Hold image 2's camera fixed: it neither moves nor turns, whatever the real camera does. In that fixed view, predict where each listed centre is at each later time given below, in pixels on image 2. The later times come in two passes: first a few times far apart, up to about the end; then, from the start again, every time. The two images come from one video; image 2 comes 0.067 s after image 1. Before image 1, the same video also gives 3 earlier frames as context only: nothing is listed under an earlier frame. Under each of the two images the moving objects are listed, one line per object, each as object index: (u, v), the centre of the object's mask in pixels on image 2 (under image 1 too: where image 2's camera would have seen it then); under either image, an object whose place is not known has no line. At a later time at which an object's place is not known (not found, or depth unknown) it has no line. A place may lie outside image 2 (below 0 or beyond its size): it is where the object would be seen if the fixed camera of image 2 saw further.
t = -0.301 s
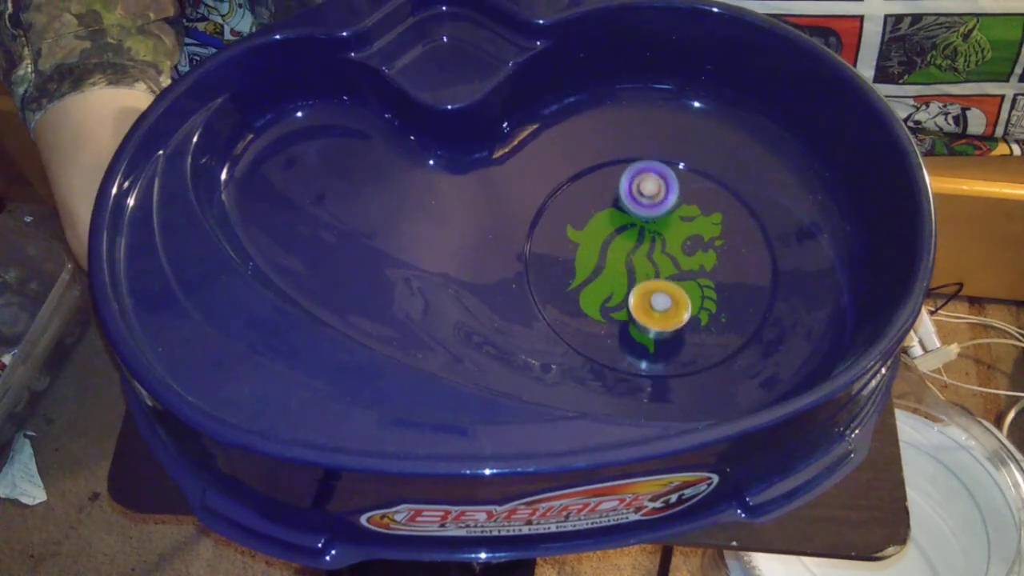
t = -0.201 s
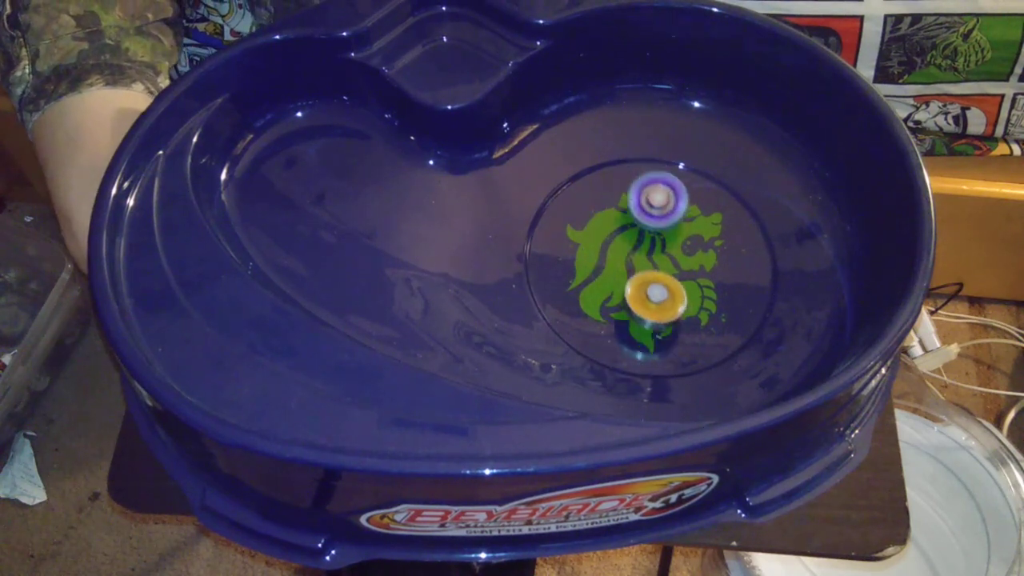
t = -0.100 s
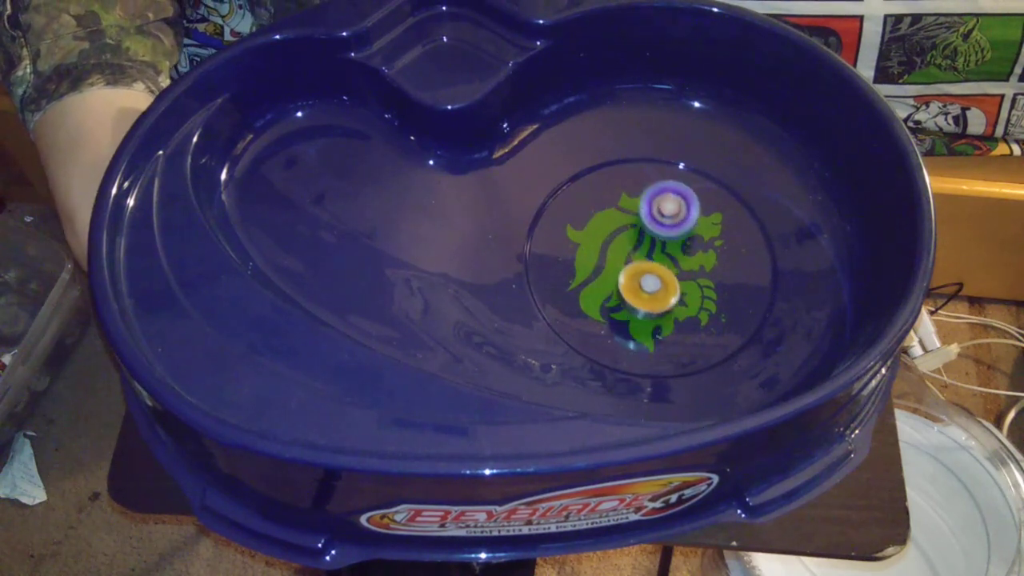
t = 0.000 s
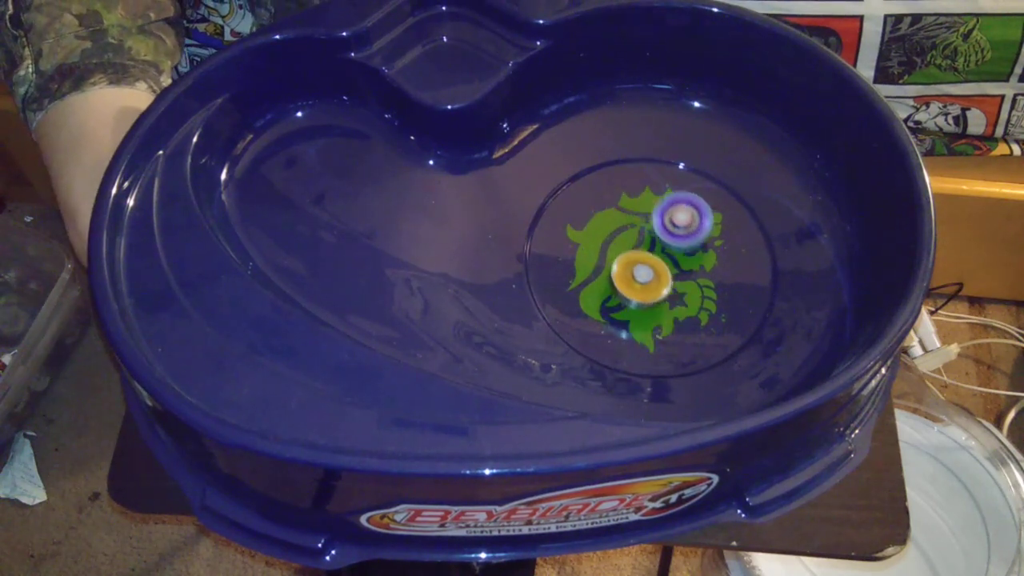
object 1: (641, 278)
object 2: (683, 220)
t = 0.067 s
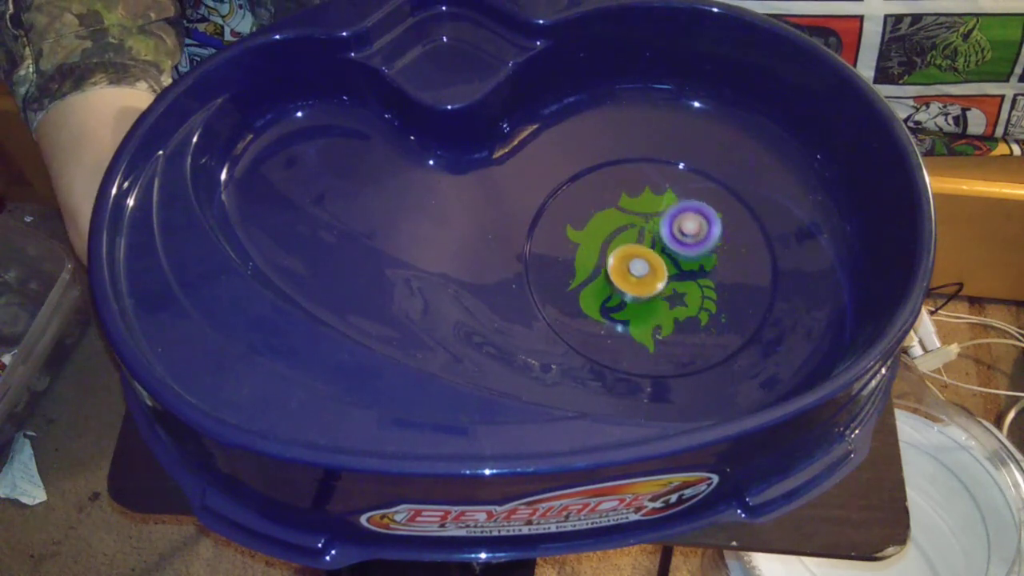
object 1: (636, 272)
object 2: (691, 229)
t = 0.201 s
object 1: (630, 260)
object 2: (703, 249)
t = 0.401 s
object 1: (626, 245)
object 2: (713, 275)
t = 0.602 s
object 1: (630, 234)
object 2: (712, 299)
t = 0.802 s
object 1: (639, 229)
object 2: (698, 314)
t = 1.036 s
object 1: (653, 233)
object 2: (670, 318)
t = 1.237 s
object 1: (662, 243)
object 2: (641, 313)
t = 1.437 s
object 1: (666, 257)
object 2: (610, 299)
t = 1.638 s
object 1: (664, 271)
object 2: (584, 280)
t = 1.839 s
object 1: (655, 278)
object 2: (570, 258)
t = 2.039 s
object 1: (643, 280)
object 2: (566, 236)
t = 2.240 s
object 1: (630, 276)
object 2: (570, 217)
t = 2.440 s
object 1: (621, 267)
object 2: (580, 203)
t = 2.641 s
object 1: (618, 254)
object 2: (597, 196)
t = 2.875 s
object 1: (627, 293)
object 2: (625, 169)
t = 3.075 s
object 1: (645, 295)
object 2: (638, 179)
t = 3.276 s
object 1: (657, 289)
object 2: (657, 195)
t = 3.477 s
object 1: (662, 280)
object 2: (681, 223)
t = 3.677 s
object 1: (621, 329)
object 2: (721, 204)
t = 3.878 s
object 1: (609, 342)
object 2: (716, 215)
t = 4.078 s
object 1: (604, 330)
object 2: (702, 233)
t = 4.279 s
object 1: (602, 305)
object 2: (683, 252)
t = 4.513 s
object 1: (568, 269)
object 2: (696, 265)
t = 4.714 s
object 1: (553, 252)
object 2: (716, 264)
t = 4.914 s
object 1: (580, 240)
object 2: (693, 259)
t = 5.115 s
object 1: (612, 228)
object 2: (671, 255)
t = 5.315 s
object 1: (623, 215)
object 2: (669, 259)
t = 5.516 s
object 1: (602, 170)
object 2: (697, 302)
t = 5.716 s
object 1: (607, 187)
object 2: (698, 297)
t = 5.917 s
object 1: (619, 214)
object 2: (691, 291)
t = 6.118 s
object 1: (630, 239)
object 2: (678, 284)
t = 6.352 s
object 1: (583, 203)
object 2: (701, 319)
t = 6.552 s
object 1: (568, 217)
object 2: (696, 309)
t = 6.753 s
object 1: (567, 229)
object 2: (680, 294)
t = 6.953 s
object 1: (577, 238)
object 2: (661, 277)
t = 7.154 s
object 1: (589, 243)
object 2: (655, 264)
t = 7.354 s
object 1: (568, 230)
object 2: (687, 265)
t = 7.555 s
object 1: (571, 235)
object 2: (693, 255)
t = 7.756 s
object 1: (585, 244)
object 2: (693, 248)
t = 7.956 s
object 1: (607, 254)
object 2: (690, 245)
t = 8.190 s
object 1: (622, 266)
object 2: (691, 246)
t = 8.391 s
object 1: (630, 276)
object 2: (687, 250)
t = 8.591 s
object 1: (617, 288)
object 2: (689, 251)
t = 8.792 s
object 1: (612, 287)
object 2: (678, 254)
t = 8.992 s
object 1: (598, 281)
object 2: (672, 254)
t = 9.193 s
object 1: (548, 279)
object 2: (699, 239)
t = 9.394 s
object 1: (554, 268)
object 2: (689, 233)
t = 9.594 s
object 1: (577, 258)
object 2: (674, 233)
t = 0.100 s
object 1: (634, 269)
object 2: (694, 234)
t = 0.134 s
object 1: (633, 266)
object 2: (697, 239)
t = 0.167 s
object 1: (631, 263)
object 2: (700, 245)
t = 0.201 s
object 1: (630, 260)
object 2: (703, 249)
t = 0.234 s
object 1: (628, 257)
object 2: (705, 253)
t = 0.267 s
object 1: (627, 255)
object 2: (707, 258)
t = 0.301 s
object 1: (627, 252)
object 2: (709, 262)
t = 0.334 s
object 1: (626, 249)
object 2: (711, 266)
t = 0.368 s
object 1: (626, 247)
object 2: (712, 271)
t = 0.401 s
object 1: (626, 245)
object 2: (713, 275)
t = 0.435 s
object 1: (626, 242)
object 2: (713, 280)
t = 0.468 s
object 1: (627, 241)
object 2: (713, 285)
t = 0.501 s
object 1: (627, 238)
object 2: (714, 288)
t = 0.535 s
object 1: (628, 237)
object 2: (713, 292)
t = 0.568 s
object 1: (629, 235)
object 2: (713, 296)
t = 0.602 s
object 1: (630, 234)
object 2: (712, 299)
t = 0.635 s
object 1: (631, 233)
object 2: (711, 302)
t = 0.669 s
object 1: (633, 231)
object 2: (709, 305)
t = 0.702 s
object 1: (634, 231)
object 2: (706, 308)
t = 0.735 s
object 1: (636, 230)
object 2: (704, 310)
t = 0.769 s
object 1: (637, 230)
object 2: (701, 312)
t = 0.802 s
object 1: (639, 229)
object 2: (698, 314)
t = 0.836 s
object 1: (641, 229)
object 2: (695, 315)
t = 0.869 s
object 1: (643, 230)
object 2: (691, 316)
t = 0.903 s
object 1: (645, 230)
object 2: (687, 317)
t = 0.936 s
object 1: (647, 231)
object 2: (683, 318)
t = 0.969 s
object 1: (649, 232)
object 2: (679, 318)
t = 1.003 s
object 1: (651, 232)
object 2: (675, 319)
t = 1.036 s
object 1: (653, 233)
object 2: (670, 318)
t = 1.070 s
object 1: (655, 235)
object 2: (666, 318)
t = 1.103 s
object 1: (656, 236)
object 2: (660, 318)
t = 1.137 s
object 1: (658, 238)
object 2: (655, 317)
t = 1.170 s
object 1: (660, 239)
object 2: (651, 316)
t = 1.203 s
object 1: (661, 241)
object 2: (645, 314)
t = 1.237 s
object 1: (662, 243)
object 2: (641, 313)
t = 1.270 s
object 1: (664, 245)
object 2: (635, 311)
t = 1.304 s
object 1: (664, 247)
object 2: (631, 309)
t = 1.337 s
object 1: (665, 250)
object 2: (625, 306)
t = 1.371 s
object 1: (666, 252)
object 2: (620, 304)
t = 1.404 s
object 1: (666, 255)
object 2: (615, 301)
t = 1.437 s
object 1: (666, 257)
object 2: (610, 299)
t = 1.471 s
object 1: (666, 260)
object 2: (606, 296)
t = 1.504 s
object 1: (666, 262)
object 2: (600, 293)
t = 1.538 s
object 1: (666, 264)
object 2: (596, 290)
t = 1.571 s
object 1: (665, 267)
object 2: (592, 287)
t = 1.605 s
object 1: (665, 268)
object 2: (588, 283)
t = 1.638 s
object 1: (664, 271)
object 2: (584, 280)
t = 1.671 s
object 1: (663, 272)
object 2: (581, 276)
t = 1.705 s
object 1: (662, 274)
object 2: (578, 272)
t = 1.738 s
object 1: (660, 275)
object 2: (575, 269)
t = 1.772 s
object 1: (659, 276)
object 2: (573, 265)
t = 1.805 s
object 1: (657, 277)
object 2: (571, 261)
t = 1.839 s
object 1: (655, 278)
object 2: (570, 258)
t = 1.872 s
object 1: (653, 279)
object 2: (569, 254)
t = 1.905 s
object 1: (651, 279)
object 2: (568, 251)
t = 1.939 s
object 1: (649, 280)
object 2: (567, 247)
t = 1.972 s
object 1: (647, 280)
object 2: (567, 243)
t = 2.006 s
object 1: (645, 280)
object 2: (566, 240)
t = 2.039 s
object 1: (643, 280)
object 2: (566, 236)
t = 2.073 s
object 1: (640, 280)
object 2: (567, 233)
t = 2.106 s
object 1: (638, 280)
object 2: (567, 229)
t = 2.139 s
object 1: (636, 279)
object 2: (568, 226)
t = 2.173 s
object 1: (633, 278)
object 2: (568, 223)
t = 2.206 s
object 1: (632, 277)
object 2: (569, 220)
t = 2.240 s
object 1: (630, 276)
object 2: (570, 217)
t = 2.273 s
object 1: (628, 275)
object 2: (571, 214)
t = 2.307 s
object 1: (626, 274)
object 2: (573, 212)
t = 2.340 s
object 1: (624, 272)
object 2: (574, 209)
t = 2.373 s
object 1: (623, 271)
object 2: (576, 207)
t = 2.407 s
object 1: (622, 269)
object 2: (578, 205)
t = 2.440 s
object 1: (621, 267)
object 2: (580, 203)
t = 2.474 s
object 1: (620, 265)
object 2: (582, 202)
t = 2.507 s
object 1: (620, 263)
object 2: (584, 200)
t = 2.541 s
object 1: (619, 261)
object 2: (587, 199)
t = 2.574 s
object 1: (619, 258)
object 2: (590, 198)
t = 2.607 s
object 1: (619, 256)
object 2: (593, 197)
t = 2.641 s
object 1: (618, 254)
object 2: (597, 196)
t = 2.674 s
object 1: (619, 252)
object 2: (601, 196)
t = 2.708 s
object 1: (619, 250)
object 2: (605, 196)
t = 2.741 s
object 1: (620, 259)
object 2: (609, 187)
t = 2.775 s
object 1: (622, 272)
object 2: (614, 178)
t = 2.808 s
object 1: (624, 282)
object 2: (618, 173)
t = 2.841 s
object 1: (625, 289)
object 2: (622, 170)
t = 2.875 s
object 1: (627, 293)
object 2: (625, 169)
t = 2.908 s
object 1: (630, 295)
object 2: (628, 170)
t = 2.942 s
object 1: (632, 297)
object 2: (630, 170)
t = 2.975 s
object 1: (636, 296)
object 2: (632, 172)
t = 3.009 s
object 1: (639, 296)
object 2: (634, 174)
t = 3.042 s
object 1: (642, 296)
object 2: (636, 176)
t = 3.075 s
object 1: (645, 295)
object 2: (638, 179)
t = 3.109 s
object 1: (648, 294)
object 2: (640, 181)
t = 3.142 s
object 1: (650, 293)
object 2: (643, 184)
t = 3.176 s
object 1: (652, 292)
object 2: (646, 187)
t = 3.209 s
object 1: (655, 291)
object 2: (650, 189)
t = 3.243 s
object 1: (656, 290)
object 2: (653, 192)
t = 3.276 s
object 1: (657, 289)
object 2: (657, 195)
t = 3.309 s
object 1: (659, 287)
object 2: (662, 199)
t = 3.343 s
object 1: (660, 286)
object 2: (666, 203)
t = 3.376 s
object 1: (661, 284)
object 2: (669, 208)
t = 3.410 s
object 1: (661, 283)
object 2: (673, 213)
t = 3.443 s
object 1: (662, 282)
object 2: (677, 217)
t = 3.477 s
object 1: (662, 280)
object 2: (681, 223)
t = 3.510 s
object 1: (662, 279)
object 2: (684, 226)
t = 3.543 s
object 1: (657, 285)
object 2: (692, 224)
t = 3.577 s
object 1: (645, 301)
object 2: (704, 215)
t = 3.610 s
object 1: (635, 312)
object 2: (712, 209)
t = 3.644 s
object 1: (627, 322)
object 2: (718, 205)
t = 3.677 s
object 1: (621, 329)
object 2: (721, 204)
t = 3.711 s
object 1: (617, 334)
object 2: (722, 204)
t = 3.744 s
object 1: (614, 337)
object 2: (722, 206)
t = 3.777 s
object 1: (612, 340)
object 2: (721, 208)
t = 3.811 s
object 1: (610, 341)
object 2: (720, 210)
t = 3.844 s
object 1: (609, 342)
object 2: (718, 213)
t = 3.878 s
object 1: (609, 342)
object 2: (716, 215)
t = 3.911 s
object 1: (608, 341)
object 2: (714, 218)
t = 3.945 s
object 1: (607, 340)
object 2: (712, 221)
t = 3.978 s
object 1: (606, 338)
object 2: (710, 223)
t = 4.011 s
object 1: (605, 336)
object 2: (707, 227)
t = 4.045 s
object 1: (605, 333)
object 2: (704, 229)
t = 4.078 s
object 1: (604, 330)
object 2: (702, 233)
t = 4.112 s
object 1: (604, 326)
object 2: (699, 236)
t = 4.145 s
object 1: (603, 322)
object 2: (696, 240)
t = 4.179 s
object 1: (603, 318)
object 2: (693, 243)
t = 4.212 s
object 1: (603, 314)
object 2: (689, 246)
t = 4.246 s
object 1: (603, 309)
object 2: (686, 249)
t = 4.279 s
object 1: (602, 305)
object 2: (683, 252)
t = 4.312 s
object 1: (603, 300)
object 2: (680, 255)
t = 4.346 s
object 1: (603, 294)
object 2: (676, 258)
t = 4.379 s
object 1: (603, 290)
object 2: (673, 260)
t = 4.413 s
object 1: (603, 284)
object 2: (670, 262)
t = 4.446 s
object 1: (605, 279)
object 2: (667, 264)
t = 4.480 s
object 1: (590, 274)
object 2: (678, 264)
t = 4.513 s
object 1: (568, 269)
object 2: (696, 265)
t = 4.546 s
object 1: (551, 264)
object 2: (708, 264)
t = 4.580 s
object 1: (538, 259)
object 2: (716, 264)
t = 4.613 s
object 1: (535, 255)
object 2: (720, 264)
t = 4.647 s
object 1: (540, 253)
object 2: (720, 264)
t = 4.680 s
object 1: (547, 252)
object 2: (719, 264)
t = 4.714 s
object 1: (553, 252)
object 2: (716, 264)
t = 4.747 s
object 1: (558, 250)
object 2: (713, 263)
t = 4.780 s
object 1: (563, 249)
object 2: (709, 262)
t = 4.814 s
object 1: (568, 247)
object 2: (705, 262)
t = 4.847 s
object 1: (572, 244)
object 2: (701, 261)
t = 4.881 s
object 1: (576, 242)
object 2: (697, 260)
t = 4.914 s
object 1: (580, 240)
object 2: (693, 259)
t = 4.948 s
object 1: (585, 237)
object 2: (689, 258)
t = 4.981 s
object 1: (590, 234)
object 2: (685, 257)
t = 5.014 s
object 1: (595, 232)
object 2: (681, 257)
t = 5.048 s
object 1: (601, 231)
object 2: (677, 256)
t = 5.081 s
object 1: (607, 229)
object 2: (674, 255)
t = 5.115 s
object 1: (612, 228)
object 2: (671, 255)
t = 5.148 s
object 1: (611, 223)
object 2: (673, 257)
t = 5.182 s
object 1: (611, 219)
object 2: (674, 259)
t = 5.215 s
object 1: (613, 217)
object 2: (674, 259)
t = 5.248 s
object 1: (616, 216)
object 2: (672, 259)
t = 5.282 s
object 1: (620, 215)
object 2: (671, 258)
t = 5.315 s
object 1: (623, 215)
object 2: (669, 259)
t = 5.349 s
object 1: (618, 202)
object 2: (677, 270)
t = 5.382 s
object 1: (610, 188)
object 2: (685, 282)
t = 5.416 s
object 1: (606, 178)
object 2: (691, 292)
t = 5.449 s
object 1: (603, 173)
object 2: (695, 298)
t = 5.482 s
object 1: (603, 171)
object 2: (697, 301)
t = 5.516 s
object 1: (602, 170)
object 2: (697, 302)
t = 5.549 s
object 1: (602, 172)
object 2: (698, 302)
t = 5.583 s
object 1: (603, 174)
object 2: (698, 301)
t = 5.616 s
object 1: (603, 177)
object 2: (698, 300)
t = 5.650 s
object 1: (604, 179)
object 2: (698, 299)
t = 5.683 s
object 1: (605, 183)
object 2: (698, 298)
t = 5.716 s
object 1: (607, 187)
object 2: (698, 297)
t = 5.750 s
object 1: (609, 191)
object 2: (697, 296)
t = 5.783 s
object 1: (611, 196)
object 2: (696, 295)
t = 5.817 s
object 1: (613, 200)
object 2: (695, 294)
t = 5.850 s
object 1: (615, 205)
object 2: (694, 293)
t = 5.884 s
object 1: (617, 210)
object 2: (692, 292)
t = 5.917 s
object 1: (619, 214)
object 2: (691, 291)
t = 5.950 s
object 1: (621, 219)
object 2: (688, 290)
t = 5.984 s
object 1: (624, 223)
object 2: (686, 288)
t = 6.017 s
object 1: (626, 227)
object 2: (684, 287)
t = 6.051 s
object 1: (628, 231)
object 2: (681, 286)
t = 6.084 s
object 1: (629, 236)
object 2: (679, 285)
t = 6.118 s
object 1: (630, 239)
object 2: (678, 284)
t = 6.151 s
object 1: (620, 228)
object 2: (687, 297)
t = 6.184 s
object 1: (610, 217)
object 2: (694, 307)
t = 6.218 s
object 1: (602, 208)
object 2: (698, 316)
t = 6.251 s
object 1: (595, 203)
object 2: (700, 319)
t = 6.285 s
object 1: (590, 201)
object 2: (701, 320)
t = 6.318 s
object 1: (586, 201)
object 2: (701, 320)
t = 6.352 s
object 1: (583, 203)
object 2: (701, 319)
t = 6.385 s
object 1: (580, 205)
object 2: (701, 318)
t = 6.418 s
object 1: (577, 208)
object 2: (701, 317)
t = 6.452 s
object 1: (574, 210)
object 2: (700, 315)
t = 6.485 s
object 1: (572, 213)
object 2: (700, 313)
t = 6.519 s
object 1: (570, 215)
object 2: (698, 311)
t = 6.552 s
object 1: (568, 217)
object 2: (696, 309)
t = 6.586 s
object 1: (567, 219)
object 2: (694, 307)
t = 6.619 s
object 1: (566, 221)
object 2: (692, 304)
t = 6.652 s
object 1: (565, 223)
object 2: (689, 302)
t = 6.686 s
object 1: (565, 225)
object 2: (686, 300)
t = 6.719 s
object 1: (566, 227)
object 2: (683, 297)
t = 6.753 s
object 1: (567, 229)
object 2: (680, 294)
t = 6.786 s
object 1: (568, 230)
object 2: (677, 291)
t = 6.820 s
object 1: (569, 232)
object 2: (673, 289)
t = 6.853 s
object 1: (571, 234)
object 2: (670, 286)
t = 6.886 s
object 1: (573, 235)
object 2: (667, 283)
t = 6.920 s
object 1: (575, 237)
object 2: (664, 280)
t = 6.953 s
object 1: (577, 238)
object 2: (661, 277)
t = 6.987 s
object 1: (580, 240)
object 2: (658, 274)
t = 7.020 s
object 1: (583, 241)
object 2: (656, 271)
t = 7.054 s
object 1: (586, 243)
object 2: (654, 269)
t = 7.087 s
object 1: (590, 244)
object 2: (652, 266)
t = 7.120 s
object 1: (589, 244)
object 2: (654, 265)
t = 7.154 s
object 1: (589, 243)
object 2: (655, 264)
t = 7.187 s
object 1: (590, 242)
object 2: (655, 262)
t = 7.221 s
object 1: (592, 242)
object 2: (655, 261)
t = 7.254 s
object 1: (590, 241)
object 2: (658, 261)
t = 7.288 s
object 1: (579, 235)
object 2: (671, 263)
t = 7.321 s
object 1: (571, 232)
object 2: (680, 265)
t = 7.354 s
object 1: (568, 230)
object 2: (687, 265)
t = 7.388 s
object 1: (567, 229)
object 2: (690, 265)
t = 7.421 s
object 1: (567, 229)
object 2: (692, 263)
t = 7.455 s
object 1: (568, 230)
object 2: (693, 261)
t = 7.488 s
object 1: (569, 232)
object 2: (693, 259)
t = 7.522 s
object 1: (570, 233)
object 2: (693, 257)
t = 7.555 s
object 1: (571, 235)
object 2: (693, 255)
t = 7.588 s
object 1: (573, 236)
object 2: (694, 254)
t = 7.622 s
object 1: (575, 238)
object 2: (694, 252)
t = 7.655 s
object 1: (577, 239)
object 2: (694, 251)
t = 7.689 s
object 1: (580, 241)
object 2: (694, 249)
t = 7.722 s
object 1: (582, 242)
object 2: (693, 248)
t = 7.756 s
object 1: (585, 244)
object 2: (693, 248)
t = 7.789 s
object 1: (588, 246)
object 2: (693, 247)
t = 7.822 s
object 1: (592, 247)
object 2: (692, 246)
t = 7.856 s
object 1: (596, 249)
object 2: (692, 246)
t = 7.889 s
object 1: (599, 251)
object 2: (691, 245)
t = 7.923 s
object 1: (603, 253)
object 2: (691, 245)
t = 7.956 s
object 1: (607, 254)
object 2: (690, 245)
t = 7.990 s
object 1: (611, 256)
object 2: (689, 245)
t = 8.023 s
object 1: (615, 257)
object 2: (688, 245)
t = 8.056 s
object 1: (619, 259)
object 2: (687, 245)
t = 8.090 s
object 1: (622, 260)
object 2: (686, 245)
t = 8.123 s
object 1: (625, 262)
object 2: (686, 246)
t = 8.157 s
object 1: (624, 264)
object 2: (689, 246)
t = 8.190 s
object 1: (622, 266)
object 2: (691, 246)
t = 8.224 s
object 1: (623, 268)
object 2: (691, 247)
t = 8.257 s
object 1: (624, 269)
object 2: (691, 247)
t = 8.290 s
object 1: (625, 271)
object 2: (691, 248)
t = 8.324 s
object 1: (627, 273)
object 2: (689, 249)
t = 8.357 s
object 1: (629, 275)
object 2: (688, 250)
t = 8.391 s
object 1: (630, 276)
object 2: (687, 250)
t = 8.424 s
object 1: (631, 278)
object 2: (685, 251)
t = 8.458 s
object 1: (628, 280)
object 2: (687, 250)
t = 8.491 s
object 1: (624, 283)
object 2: (689, 250)
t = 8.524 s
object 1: (620, 286)
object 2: (690, 250)
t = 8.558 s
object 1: (618, 287)
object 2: (690, 250)
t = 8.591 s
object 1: (617, 288)
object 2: (689, 251)
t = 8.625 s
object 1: (615, 288)
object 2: (688, 251)
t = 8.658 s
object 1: (614, 289)
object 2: (686, 252)
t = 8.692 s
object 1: (614, 289)
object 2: (684, 252)
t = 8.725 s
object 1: (613, 289)
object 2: (682, 253)
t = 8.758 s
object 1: (612, 288)
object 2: (680, 253)
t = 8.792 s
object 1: (612, 287)
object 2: (678, 254)
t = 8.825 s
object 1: (611, 286)
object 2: (675, 254)
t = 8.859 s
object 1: (610, 285)
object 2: (672, 255)
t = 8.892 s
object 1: (610, 284)
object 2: (670, 255)
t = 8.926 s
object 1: (610, 282)
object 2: (668, 256)
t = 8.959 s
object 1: (610, 281)
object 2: (665, 256)
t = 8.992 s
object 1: (598, 281)
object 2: (672, 254)
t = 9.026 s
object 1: (581, 282)
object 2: (684, 249)
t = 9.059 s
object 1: (568, 283)
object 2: (693, 246)
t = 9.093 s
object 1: (559, 283)
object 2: (698, 243)
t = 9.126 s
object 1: (553, 282)
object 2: (699, 241)
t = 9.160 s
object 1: (550, 281)
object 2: (699, 240)
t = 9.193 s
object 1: (548, 279)
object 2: (699, 239)
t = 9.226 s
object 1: (548, 278)
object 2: (698, 237)
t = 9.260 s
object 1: (548, 276)
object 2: (696, 236)
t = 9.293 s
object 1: (549, 275)
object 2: (695, 235)
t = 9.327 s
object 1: (550, 272)
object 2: (693, 234)
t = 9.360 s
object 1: (552, 270)
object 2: (691, 233)
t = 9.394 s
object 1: (554, 268)
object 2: (689, 233)
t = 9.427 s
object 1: (557, 267)
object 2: (687, 232)
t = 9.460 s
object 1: (560, 265)
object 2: (685, 232)
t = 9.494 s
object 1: (564, 263)
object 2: (682, 232)
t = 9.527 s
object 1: (568, 261)
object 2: (679, 232)
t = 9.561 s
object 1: (572, 260)
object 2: (676, 233)
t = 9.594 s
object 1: (577, 258)
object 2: (674, 233)
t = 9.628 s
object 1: (582, 256)
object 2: (671, 234)
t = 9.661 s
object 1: (588, 255)
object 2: (668, 235)
